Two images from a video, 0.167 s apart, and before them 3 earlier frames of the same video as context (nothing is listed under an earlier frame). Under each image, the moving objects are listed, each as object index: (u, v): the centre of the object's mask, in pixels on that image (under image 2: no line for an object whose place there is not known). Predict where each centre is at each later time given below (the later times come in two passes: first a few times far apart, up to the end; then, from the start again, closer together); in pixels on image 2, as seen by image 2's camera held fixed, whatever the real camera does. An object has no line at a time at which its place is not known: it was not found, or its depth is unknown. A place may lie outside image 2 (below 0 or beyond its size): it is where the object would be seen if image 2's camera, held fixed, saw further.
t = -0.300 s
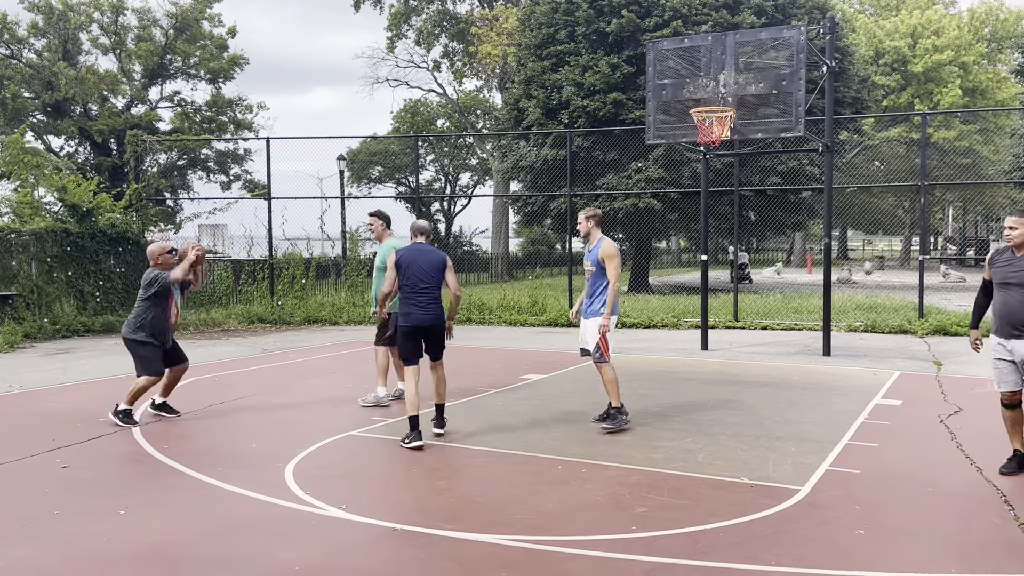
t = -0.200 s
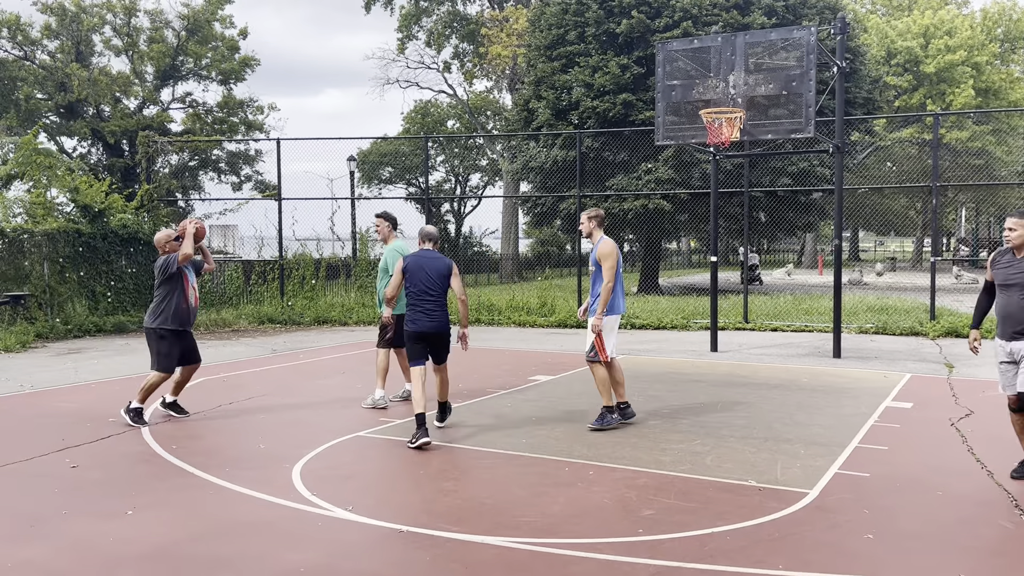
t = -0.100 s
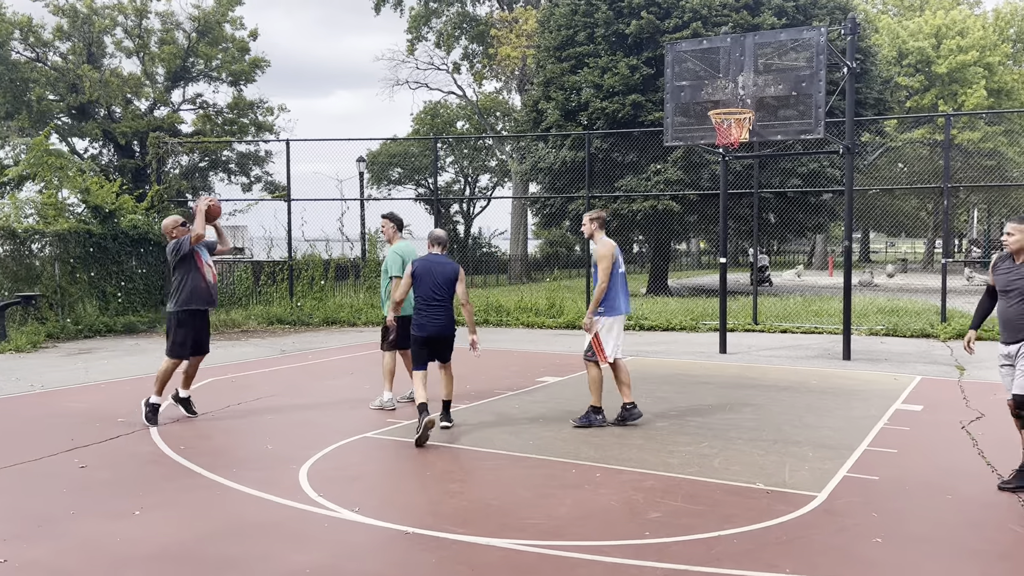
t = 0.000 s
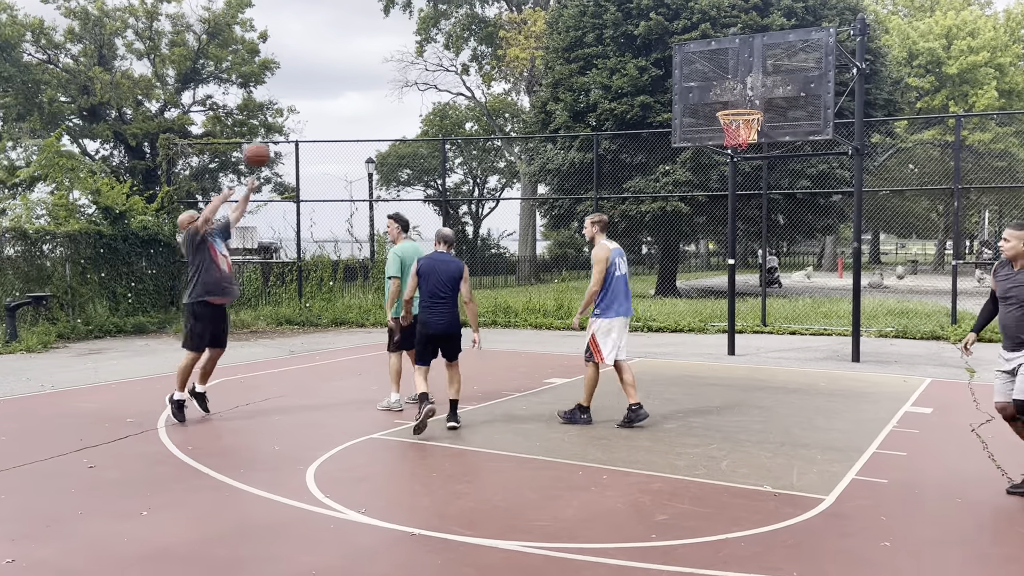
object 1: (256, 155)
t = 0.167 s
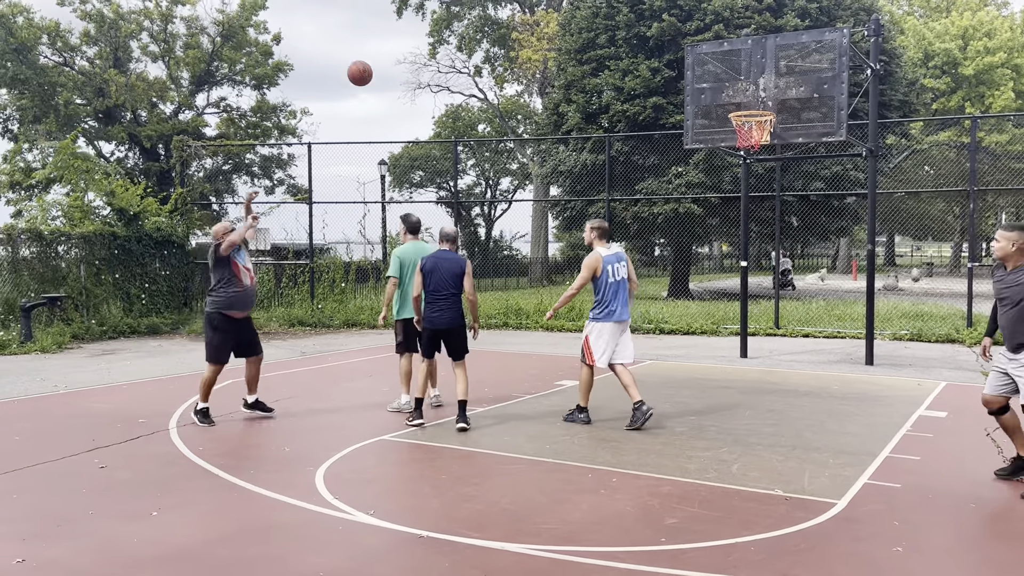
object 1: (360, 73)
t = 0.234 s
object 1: (395, 49)
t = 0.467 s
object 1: (510, 5)
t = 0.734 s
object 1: (628, 18)
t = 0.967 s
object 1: (723, 83)
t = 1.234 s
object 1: (752, 142)
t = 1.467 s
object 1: (735, 200)
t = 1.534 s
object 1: (730, 226)
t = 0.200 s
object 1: (377, 60)
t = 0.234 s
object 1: (395, 49)
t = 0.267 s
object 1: (412, 38)
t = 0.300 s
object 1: (429, 30)
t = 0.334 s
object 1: (445, 22)
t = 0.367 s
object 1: (461, 15)
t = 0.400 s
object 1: (478, 10)
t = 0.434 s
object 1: (494, 7)
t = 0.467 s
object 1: (510, 5)
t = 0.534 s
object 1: (540, 4)
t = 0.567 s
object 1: (556, 4)
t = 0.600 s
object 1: (570, 4)
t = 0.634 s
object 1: (586, 6)
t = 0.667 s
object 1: (601, 8)
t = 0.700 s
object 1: (615, 13)
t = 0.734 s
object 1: (628, 18)
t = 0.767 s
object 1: (643, 25)
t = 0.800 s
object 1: (656, 33)
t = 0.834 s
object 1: (671, 41)
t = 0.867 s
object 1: (684, 50)
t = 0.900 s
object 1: (698, 60)
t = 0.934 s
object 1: (710, 72)
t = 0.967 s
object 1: (723, 83)
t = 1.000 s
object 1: (736, 96)
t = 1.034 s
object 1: (748, 105)
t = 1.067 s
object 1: (760, 123)
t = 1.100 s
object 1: (760, 133)
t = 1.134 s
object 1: (759, 132)
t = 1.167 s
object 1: (758, 135)
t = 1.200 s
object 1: (756, 136)
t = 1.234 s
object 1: (752, 142)
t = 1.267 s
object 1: (750, 147)
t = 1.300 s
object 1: (747, 154)
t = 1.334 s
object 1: (745, 160)
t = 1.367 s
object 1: (742, 168)
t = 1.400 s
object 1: (740, 178)
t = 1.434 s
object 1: (738, 188)
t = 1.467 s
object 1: (735, 200)
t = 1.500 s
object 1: (732, 213)
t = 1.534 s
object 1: (730, 226)
